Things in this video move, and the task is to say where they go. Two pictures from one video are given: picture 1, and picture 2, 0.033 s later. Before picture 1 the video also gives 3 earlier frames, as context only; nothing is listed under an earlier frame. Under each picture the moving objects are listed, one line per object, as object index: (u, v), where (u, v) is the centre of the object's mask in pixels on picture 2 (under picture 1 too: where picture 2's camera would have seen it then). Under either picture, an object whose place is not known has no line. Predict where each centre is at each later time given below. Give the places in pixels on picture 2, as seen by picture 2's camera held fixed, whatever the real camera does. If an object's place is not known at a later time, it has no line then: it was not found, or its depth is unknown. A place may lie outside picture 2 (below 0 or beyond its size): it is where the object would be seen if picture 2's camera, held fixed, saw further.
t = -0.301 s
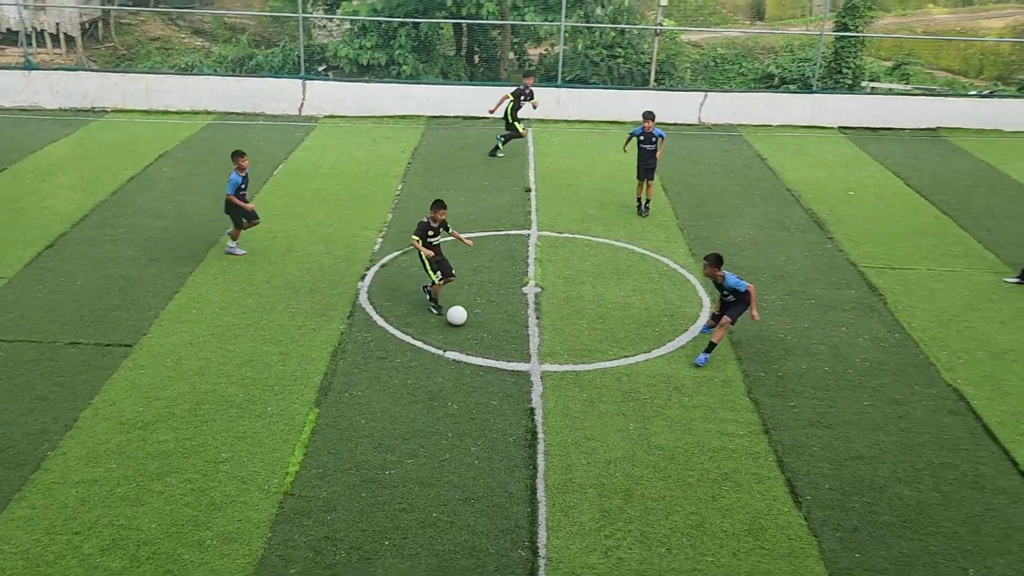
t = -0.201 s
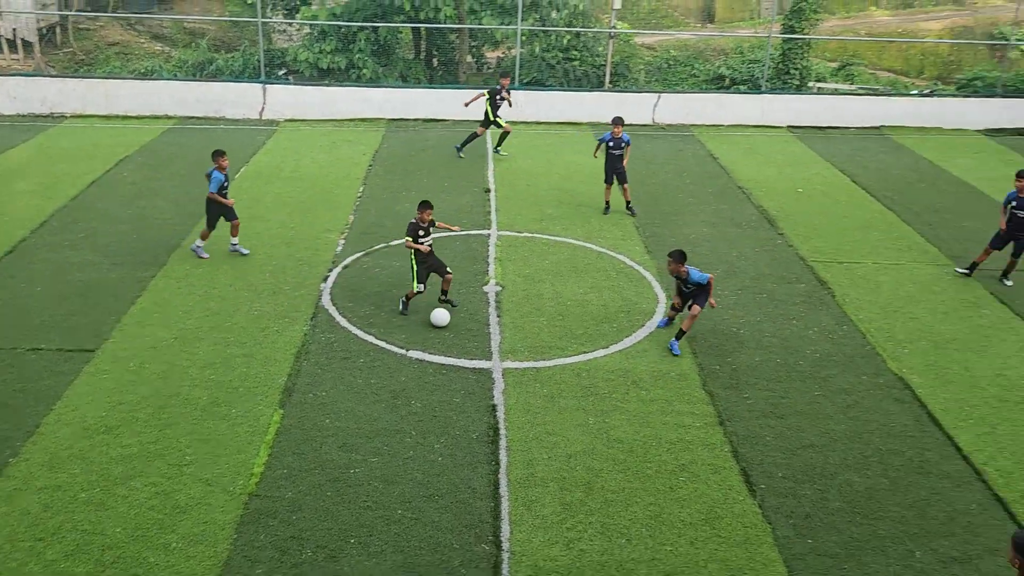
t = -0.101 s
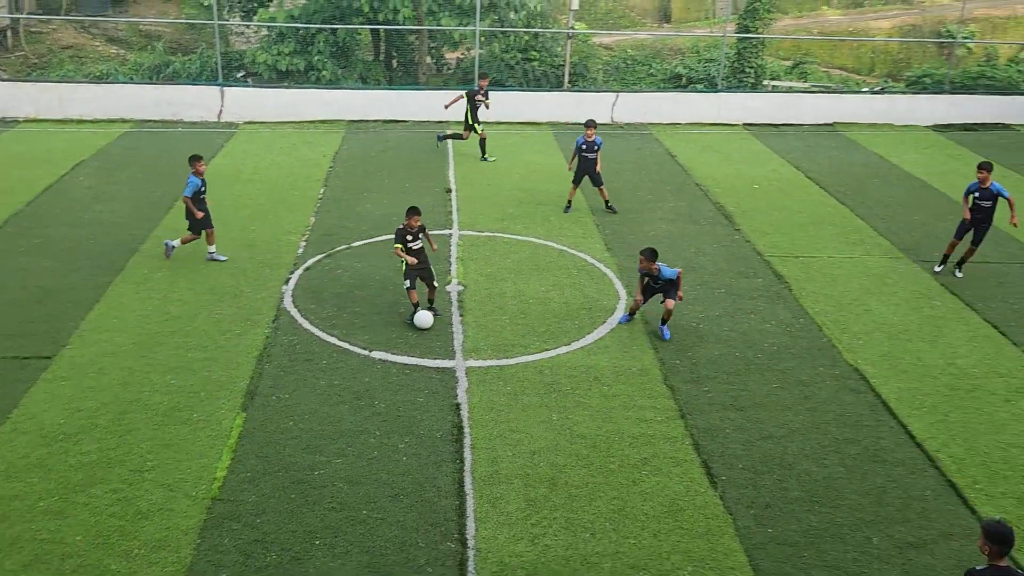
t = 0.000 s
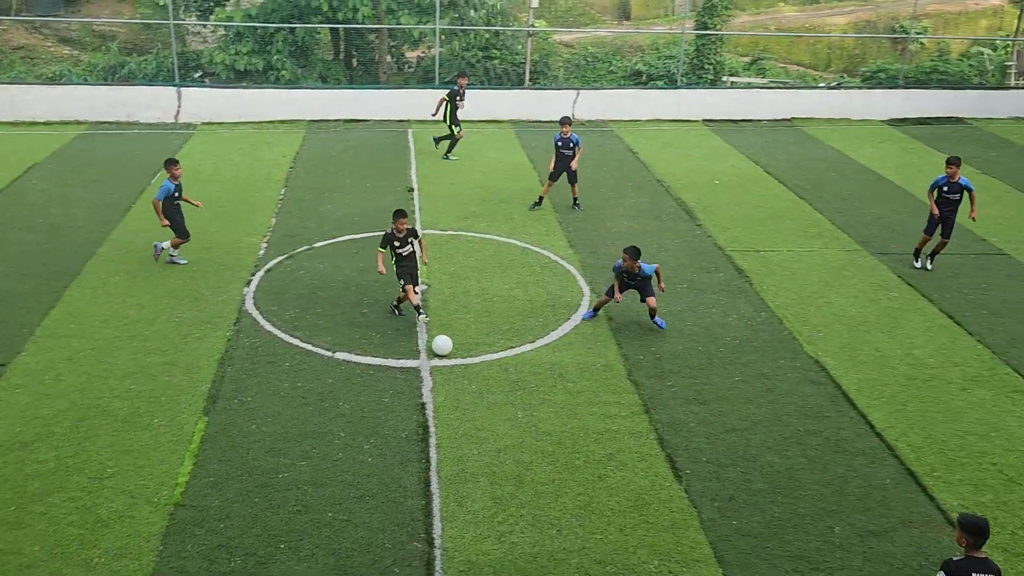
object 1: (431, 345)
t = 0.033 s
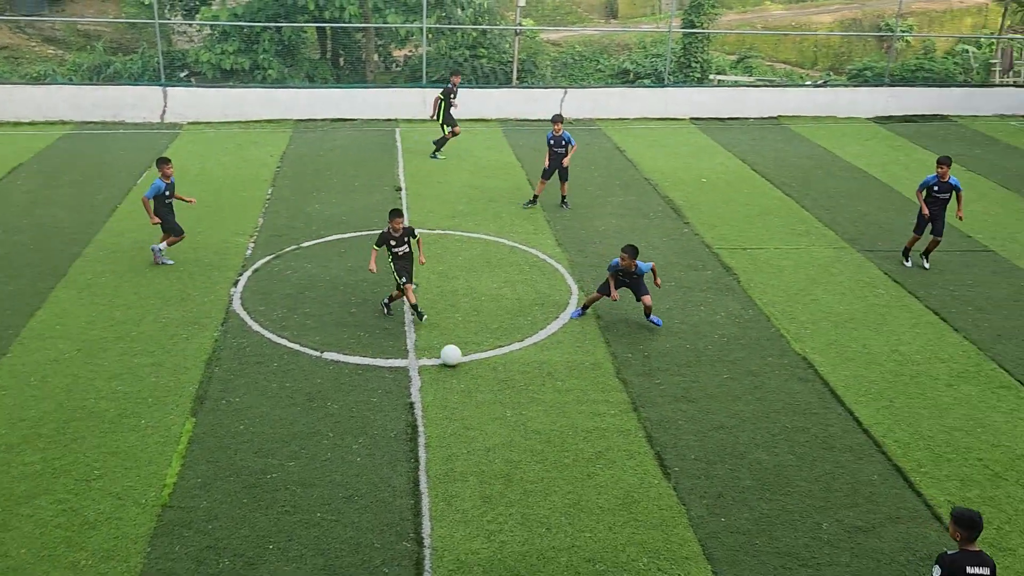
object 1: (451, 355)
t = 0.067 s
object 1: (471, 366)
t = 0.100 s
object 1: (491, 375)
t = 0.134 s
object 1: (511, 384)
